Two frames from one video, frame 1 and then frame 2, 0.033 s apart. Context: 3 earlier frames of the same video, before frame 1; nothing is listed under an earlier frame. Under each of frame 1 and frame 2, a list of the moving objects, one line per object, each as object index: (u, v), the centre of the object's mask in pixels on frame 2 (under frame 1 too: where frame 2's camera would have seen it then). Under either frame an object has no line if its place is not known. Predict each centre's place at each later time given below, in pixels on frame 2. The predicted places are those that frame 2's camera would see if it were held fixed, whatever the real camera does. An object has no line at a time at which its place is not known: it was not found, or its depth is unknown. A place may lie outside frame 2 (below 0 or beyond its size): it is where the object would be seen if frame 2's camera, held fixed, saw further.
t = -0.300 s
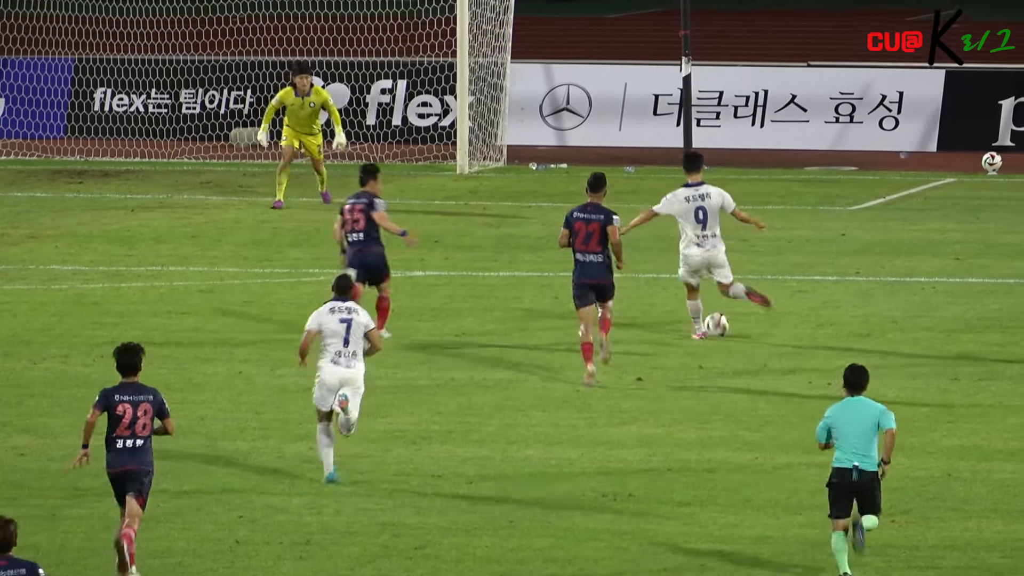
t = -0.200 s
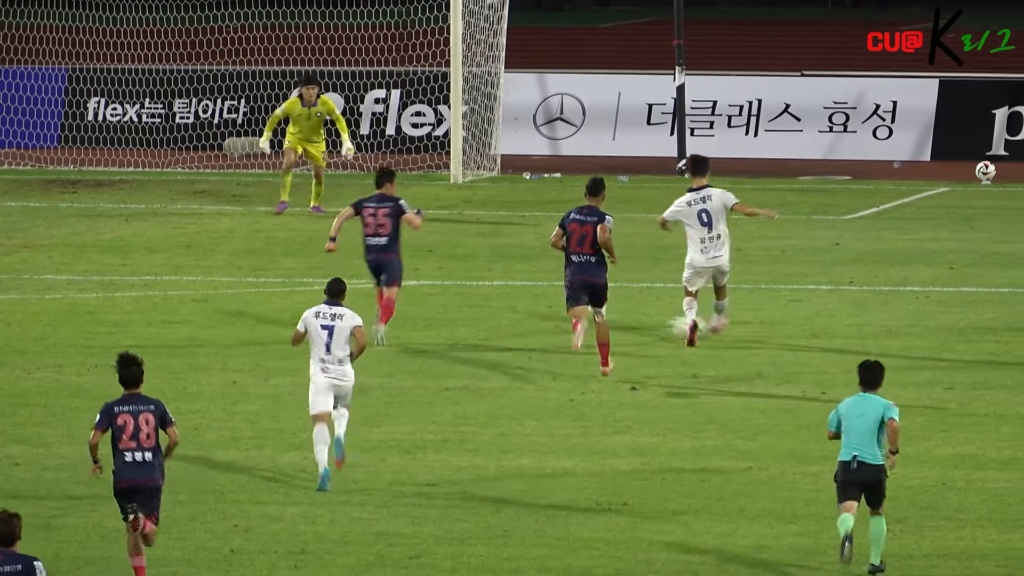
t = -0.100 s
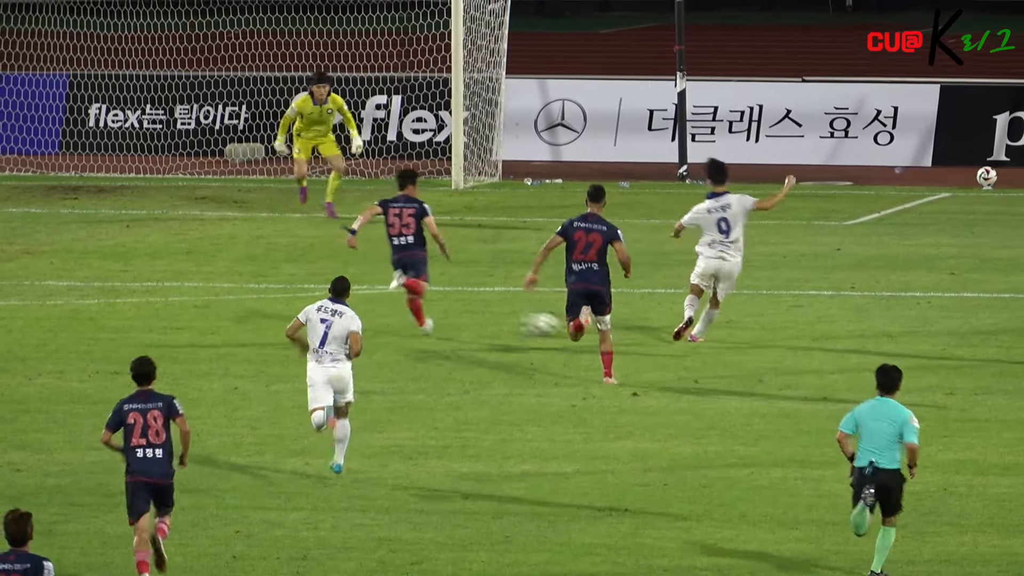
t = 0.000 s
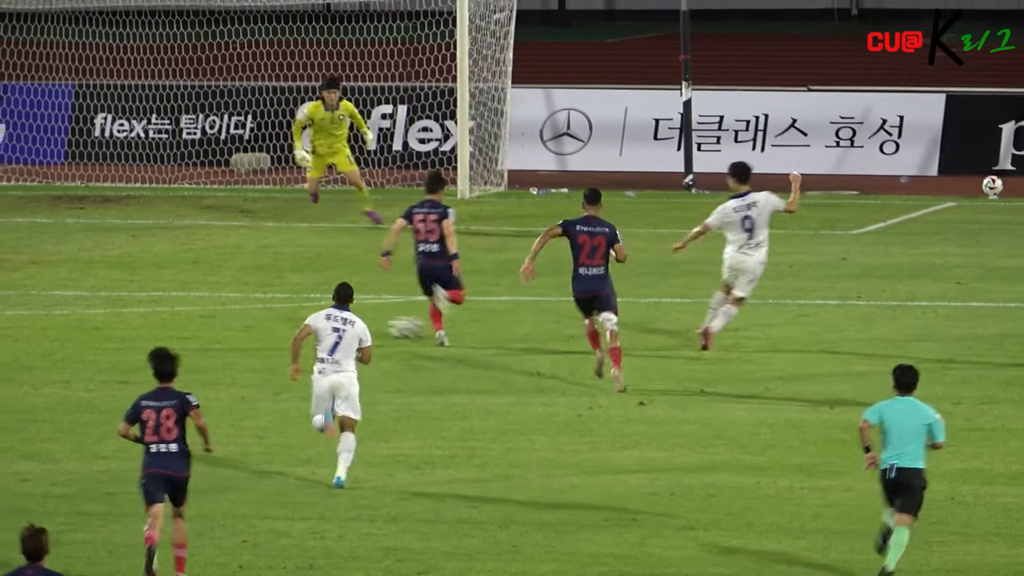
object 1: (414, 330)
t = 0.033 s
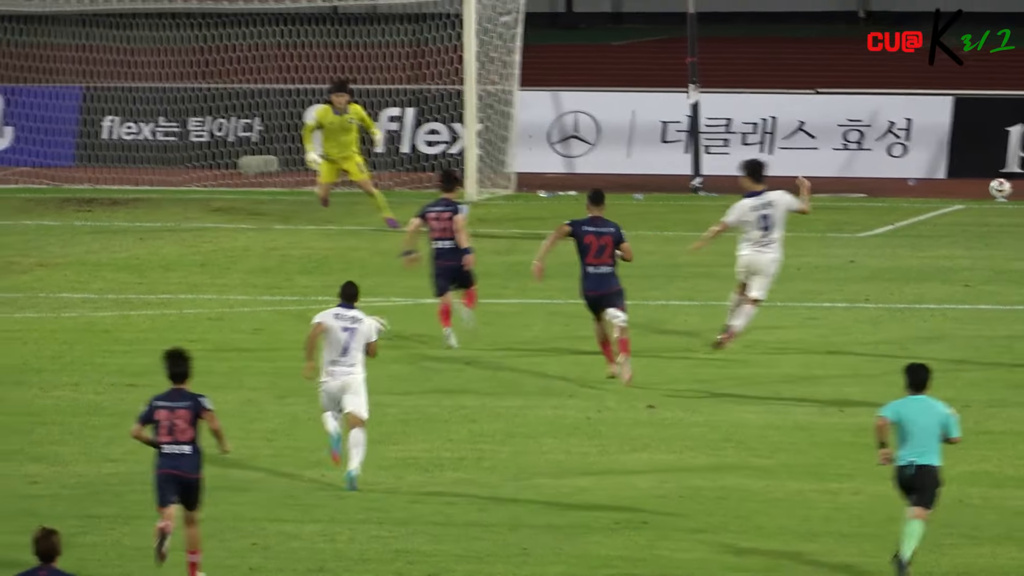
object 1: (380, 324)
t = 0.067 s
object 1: (315, 321)
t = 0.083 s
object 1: (306, 324)
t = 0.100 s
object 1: (288, 324)
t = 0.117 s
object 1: (270, 322)
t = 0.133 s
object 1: (252, 321)
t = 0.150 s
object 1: (233, 319)
